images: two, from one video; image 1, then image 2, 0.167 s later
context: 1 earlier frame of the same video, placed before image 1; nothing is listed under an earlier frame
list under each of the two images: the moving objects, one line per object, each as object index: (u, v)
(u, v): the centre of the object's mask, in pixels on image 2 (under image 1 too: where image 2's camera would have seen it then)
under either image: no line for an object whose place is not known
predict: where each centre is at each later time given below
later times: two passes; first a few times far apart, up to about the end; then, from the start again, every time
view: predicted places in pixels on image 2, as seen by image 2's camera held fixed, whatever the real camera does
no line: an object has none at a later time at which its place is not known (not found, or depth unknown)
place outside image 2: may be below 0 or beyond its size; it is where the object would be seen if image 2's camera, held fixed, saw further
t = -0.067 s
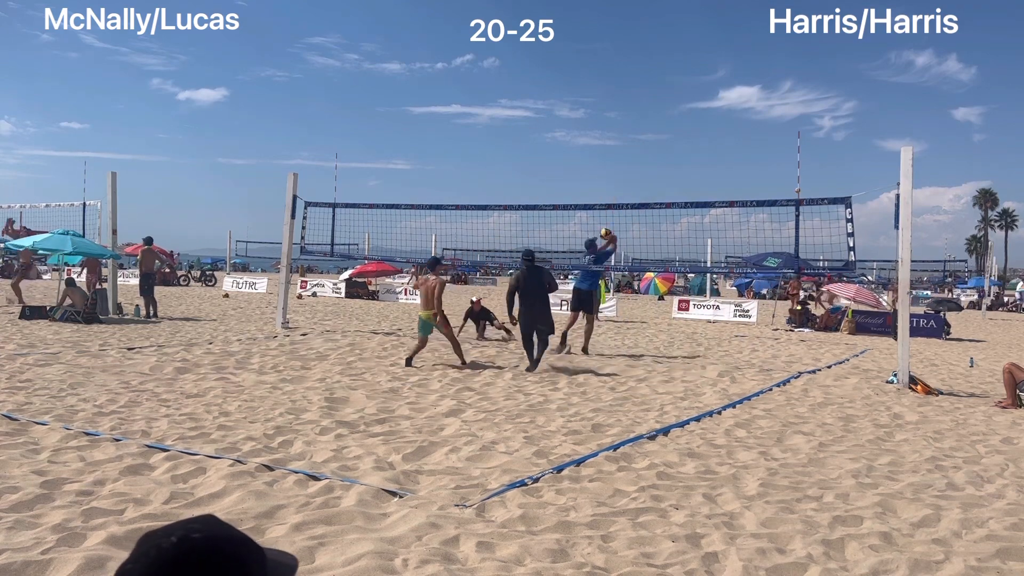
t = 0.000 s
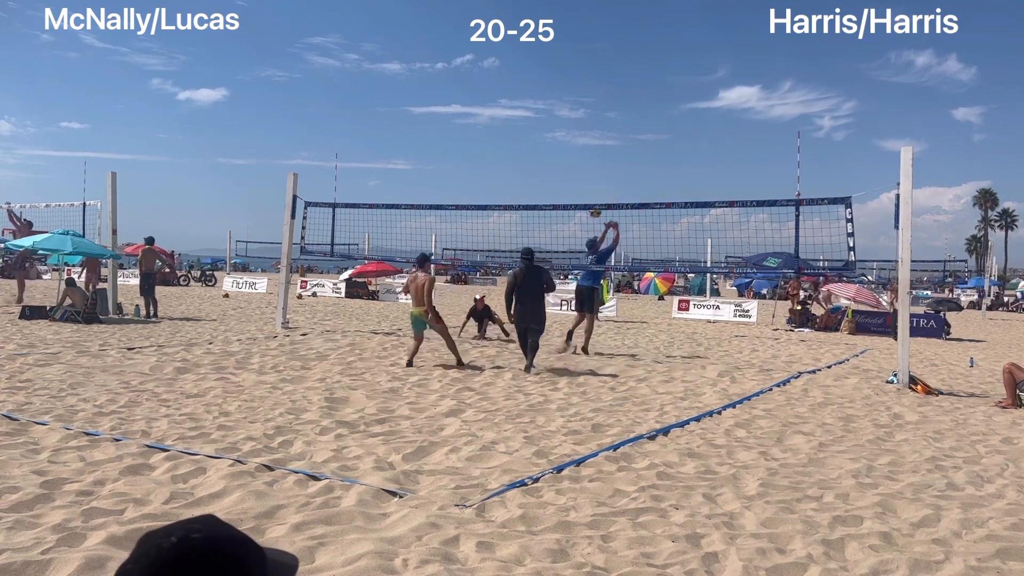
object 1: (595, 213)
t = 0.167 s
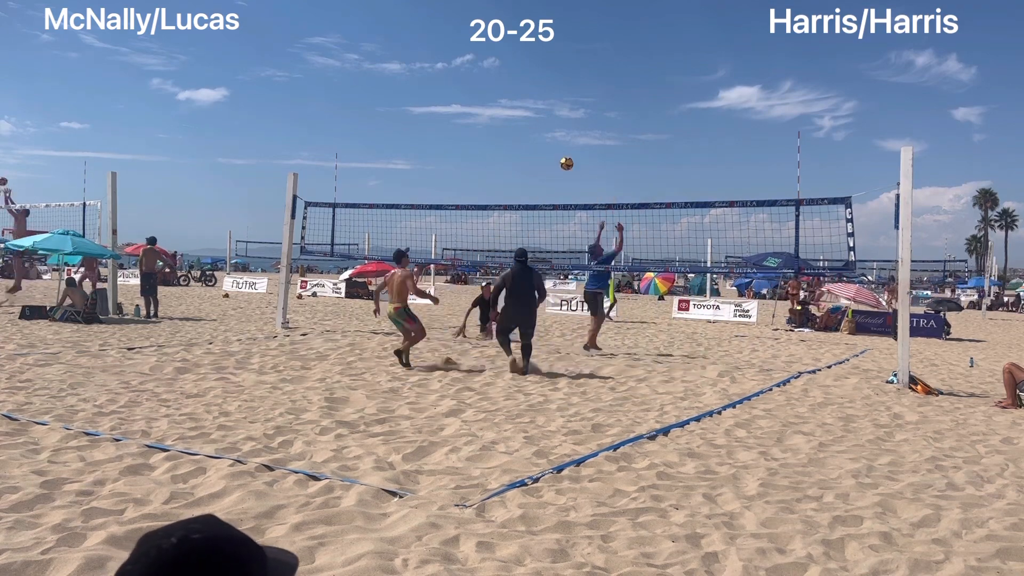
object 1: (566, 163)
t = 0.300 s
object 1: (542, 134)
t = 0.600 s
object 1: (481, 106)
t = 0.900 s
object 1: (411, 144)
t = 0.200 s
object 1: (561, 155)
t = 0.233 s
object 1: (554, 148)
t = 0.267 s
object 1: (548, 140)
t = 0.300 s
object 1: (542, 134)
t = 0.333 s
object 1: (536, 129)
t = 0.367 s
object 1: (529, 123)
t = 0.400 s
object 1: (523, 119)
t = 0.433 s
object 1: (516, 115)
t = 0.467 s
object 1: (509, 112)
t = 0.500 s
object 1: (502, 109)
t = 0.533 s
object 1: (495, 108)
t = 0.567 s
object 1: (488, 107)
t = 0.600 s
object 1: (481, 106)
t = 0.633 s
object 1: (473, 107)
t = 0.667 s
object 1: (466, 109)
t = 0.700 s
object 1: (458, 111)
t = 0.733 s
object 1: (451, 114)
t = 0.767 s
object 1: (443, 118)
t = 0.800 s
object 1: (435, 123)
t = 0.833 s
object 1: (427, 129)
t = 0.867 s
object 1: (419, 136)
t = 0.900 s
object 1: (411, 144)
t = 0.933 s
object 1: (402, 153)
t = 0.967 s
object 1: (394, 163)
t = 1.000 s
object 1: (385, 174)
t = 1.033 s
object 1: (377, 186)
